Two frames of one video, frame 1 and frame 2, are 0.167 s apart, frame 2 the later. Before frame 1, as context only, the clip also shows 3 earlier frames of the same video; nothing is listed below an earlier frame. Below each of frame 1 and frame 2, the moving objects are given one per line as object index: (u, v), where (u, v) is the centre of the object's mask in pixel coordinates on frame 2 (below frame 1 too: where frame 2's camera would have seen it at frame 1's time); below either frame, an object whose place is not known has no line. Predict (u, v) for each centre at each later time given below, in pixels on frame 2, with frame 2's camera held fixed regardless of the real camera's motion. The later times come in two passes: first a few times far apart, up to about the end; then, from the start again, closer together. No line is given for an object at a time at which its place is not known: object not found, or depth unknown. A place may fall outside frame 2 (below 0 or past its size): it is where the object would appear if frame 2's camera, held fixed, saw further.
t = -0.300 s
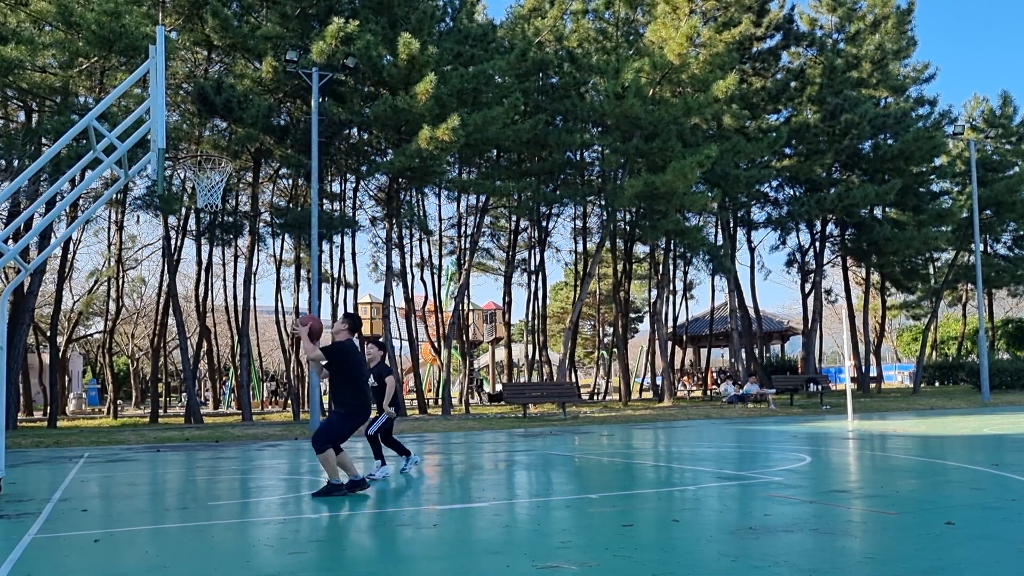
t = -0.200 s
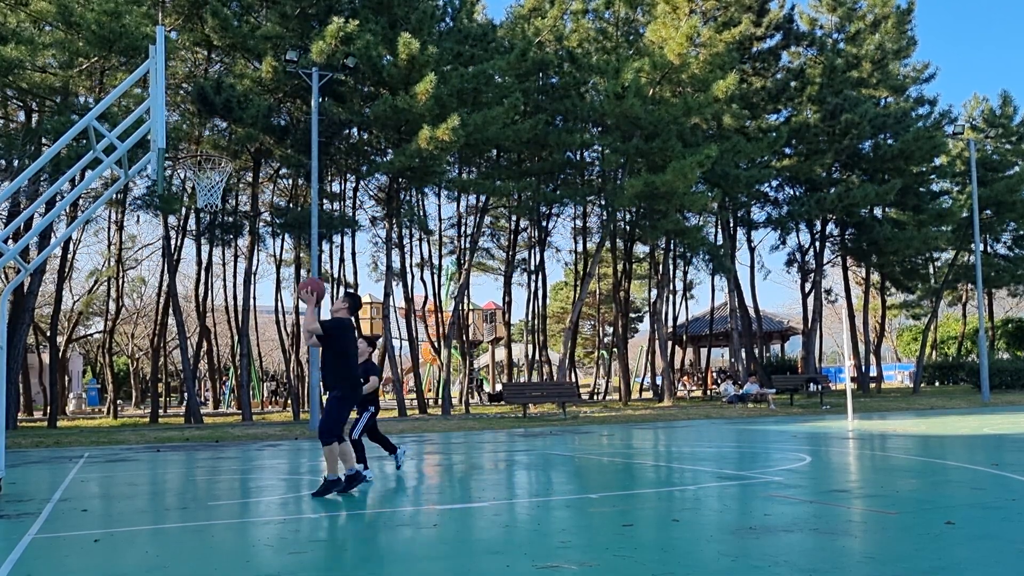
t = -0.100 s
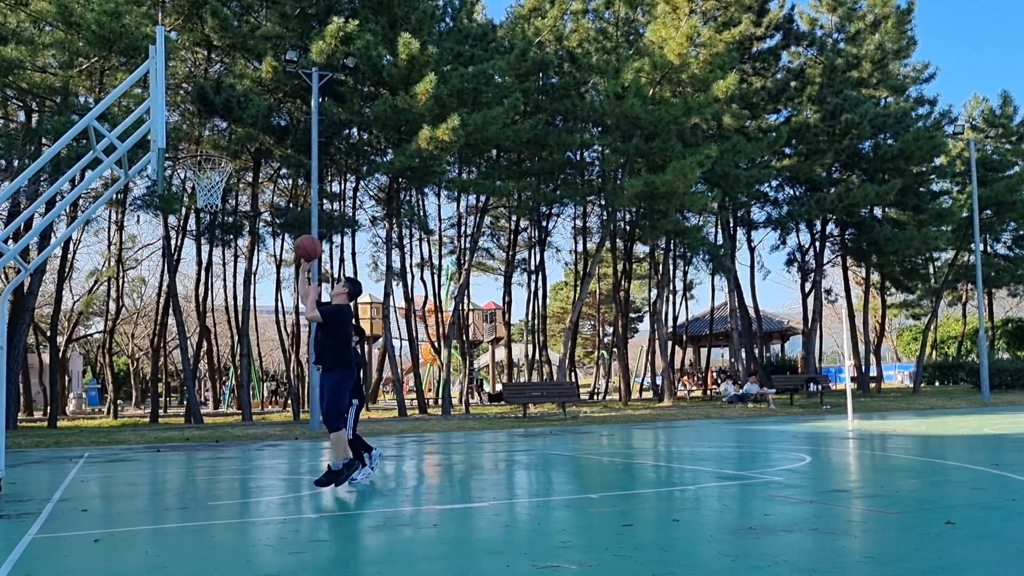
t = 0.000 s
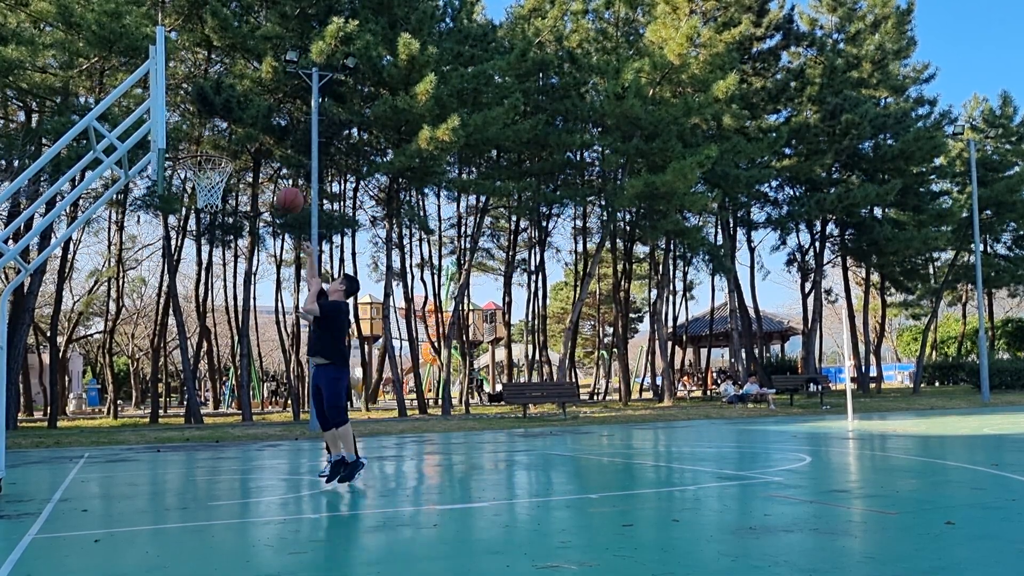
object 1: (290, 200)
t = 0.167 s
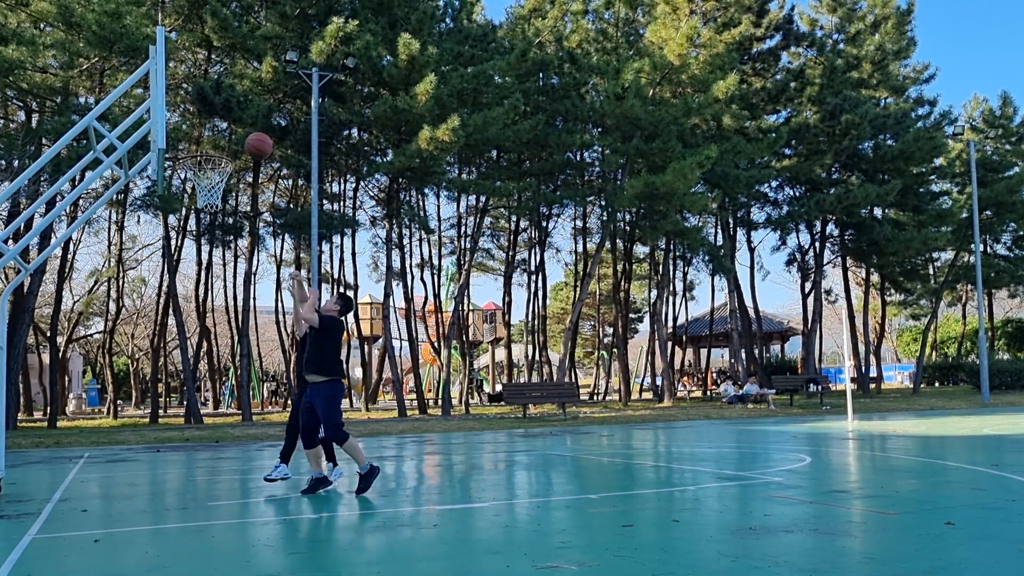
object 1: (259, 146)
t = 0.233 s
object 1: (247, 132)
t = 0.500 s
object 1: (199, 124)
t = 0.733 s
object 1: (183, 137)
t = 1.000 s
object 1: (202, 166)
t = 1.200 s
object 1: (213, 223)
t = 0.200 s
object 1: (253, 139)
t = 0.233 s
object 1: (247, 132)
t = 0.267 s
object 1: (241, 128)
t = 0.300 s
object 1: (235, 124)
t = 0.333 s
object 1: (228, 121)
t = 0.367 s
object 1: (223, 119)
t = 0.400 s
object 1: (217, 119)
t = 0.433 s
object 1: (211, 119)
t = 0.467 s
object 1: (205, 121)
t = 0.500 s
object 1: (199, 124)
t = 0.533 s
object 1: (193, 128)
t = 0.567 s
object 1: (188, 133)
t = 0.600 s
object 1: (182, 140)
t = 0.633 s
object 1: (179, 142)
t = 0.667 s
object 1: (180, 139)
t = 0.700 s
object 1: (181, 137)
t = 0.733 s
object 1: (183, 137)
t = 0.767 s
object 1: (186, 136)
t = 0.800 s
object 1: (188, 137)
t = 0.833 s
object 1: (190, 139)
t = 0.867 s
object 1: (192, 142)
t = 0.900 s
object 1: (195, 145)
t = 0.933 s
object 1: (197, 148)
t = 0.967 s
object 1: (199, 157)
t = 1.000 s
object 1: (202, 166)
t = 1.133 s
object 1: (210, 205)
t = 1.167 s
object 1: (211, 211)
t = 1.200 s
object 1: (213, 223)
